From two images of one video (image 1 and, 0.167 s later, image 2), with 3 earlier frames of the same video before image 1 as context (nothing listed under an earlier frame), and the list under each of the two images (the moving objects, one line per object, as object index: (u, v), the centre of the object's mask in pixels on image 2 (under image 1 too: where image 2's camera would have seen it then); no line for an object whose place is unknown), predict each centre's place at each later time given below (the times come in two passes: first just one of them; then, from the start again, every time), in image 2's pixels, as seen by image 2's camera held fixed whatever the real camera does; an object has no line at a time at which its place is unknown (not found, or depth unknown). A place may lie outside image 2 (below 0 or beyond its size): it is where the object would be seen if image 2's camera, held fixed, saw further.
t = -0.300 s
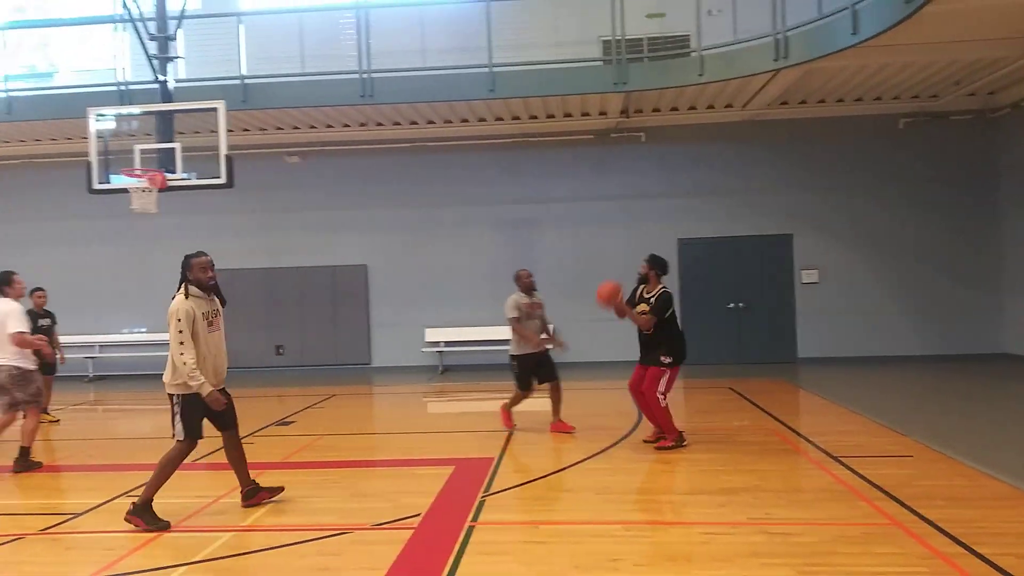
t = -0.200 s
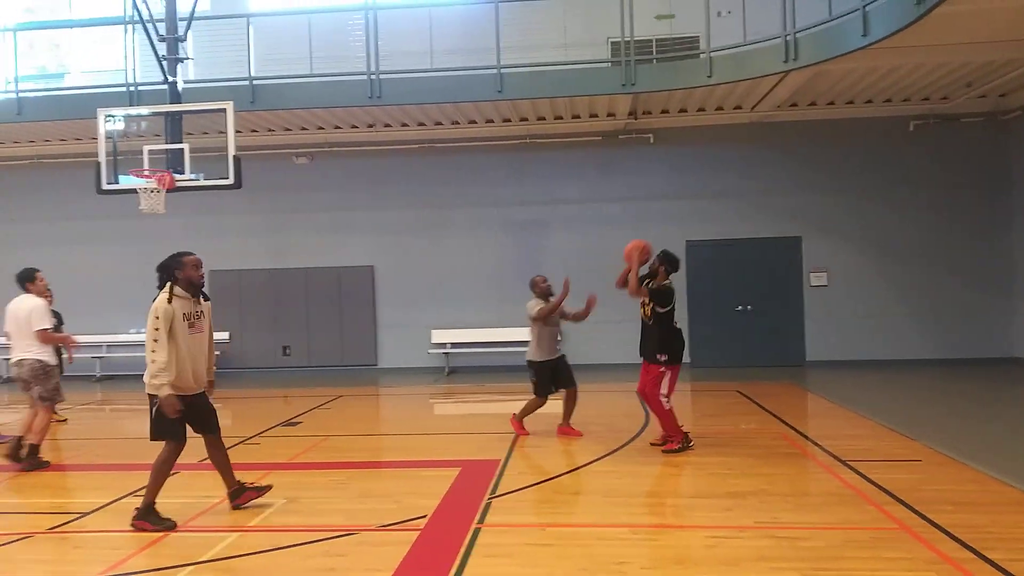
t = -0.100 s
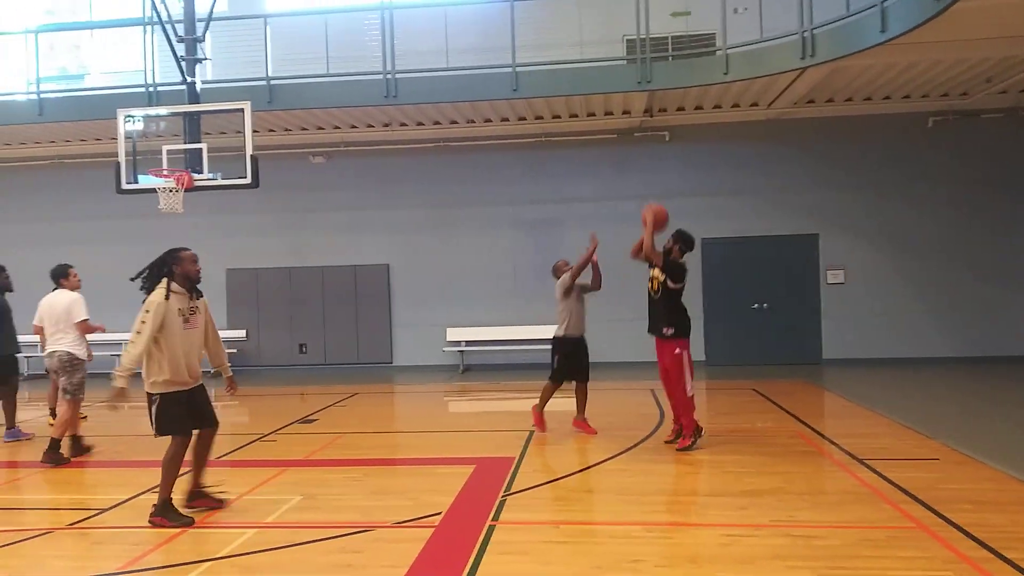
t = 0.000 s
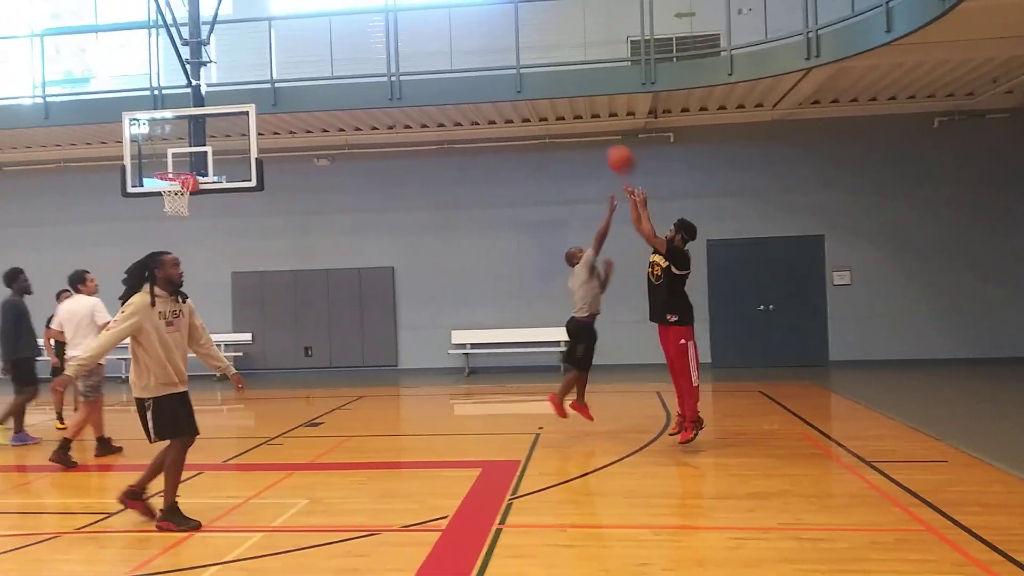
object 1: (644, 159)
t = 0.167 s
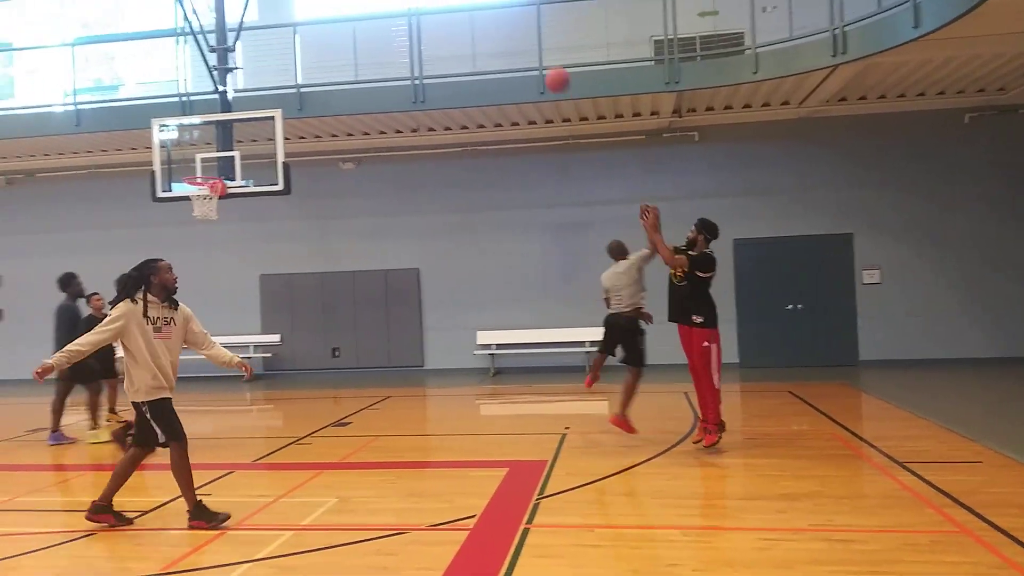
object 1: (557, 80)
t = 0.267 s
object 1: (511, 49)
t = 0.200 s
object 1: (542, 68)
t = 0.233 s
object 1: (526, 57)
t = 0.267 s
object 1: (511, 49)
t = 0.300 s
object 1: (496, 41)
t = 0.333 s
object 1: (482, 34)
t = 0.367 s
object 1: (468, 28)
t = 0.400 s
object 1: (454, 24)
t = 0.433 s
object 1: (440, 21)
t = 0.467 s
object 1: (426, 19)
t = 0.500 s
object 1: (413, 18)
